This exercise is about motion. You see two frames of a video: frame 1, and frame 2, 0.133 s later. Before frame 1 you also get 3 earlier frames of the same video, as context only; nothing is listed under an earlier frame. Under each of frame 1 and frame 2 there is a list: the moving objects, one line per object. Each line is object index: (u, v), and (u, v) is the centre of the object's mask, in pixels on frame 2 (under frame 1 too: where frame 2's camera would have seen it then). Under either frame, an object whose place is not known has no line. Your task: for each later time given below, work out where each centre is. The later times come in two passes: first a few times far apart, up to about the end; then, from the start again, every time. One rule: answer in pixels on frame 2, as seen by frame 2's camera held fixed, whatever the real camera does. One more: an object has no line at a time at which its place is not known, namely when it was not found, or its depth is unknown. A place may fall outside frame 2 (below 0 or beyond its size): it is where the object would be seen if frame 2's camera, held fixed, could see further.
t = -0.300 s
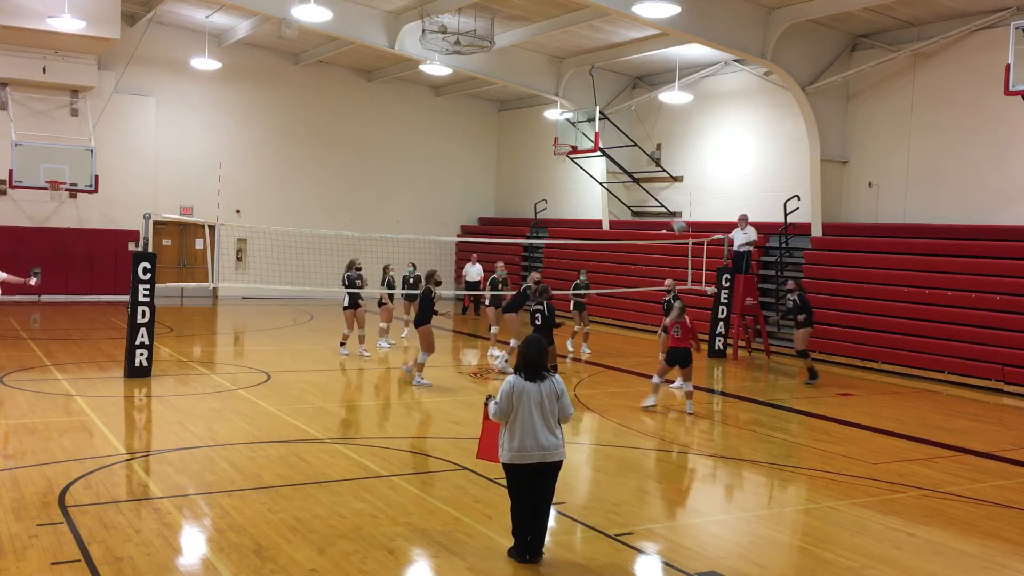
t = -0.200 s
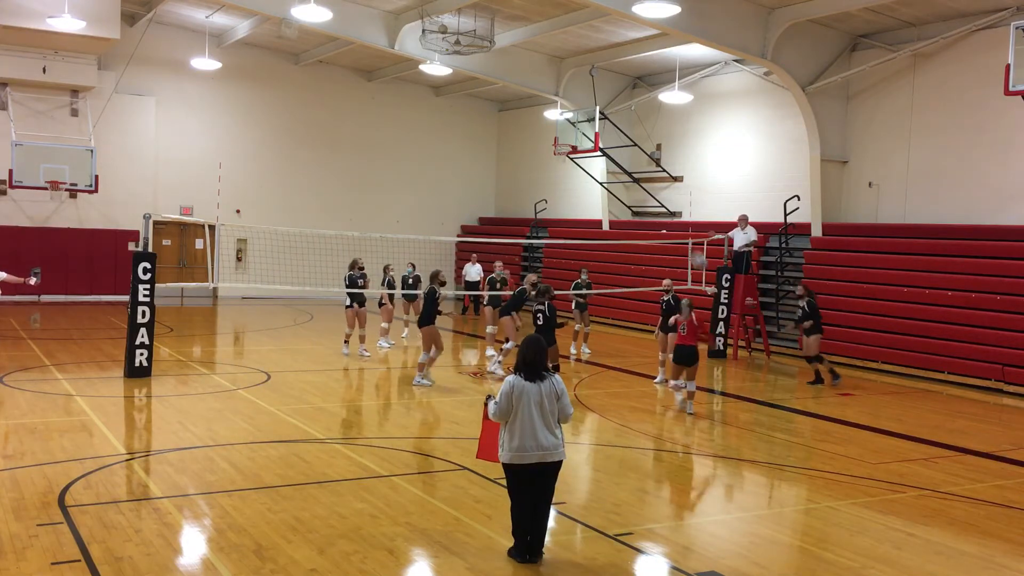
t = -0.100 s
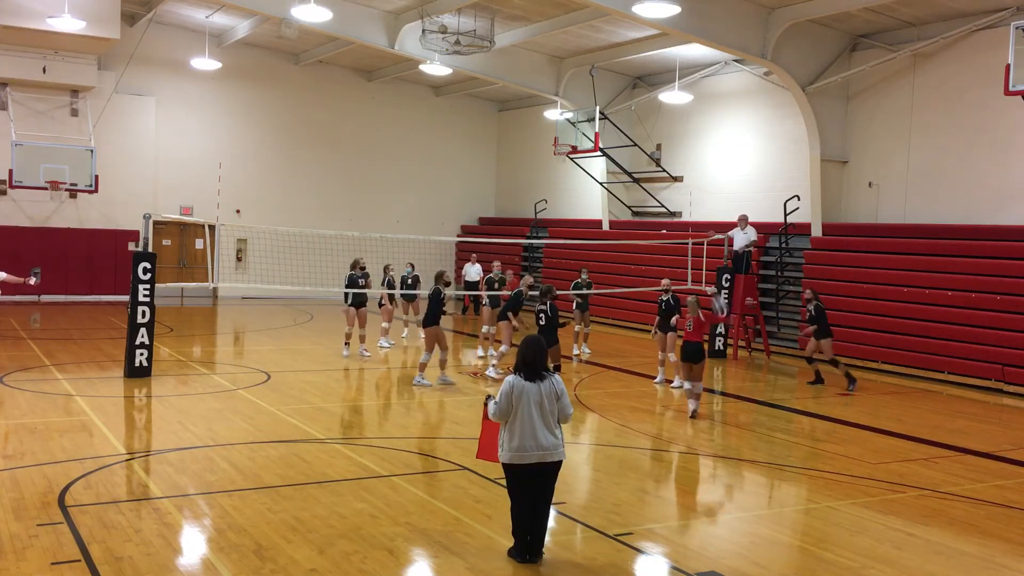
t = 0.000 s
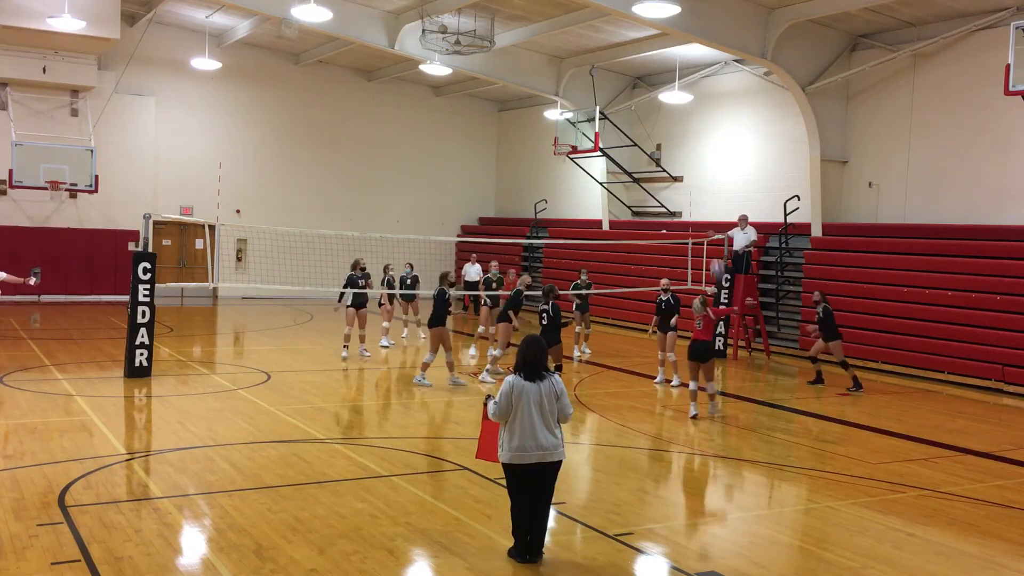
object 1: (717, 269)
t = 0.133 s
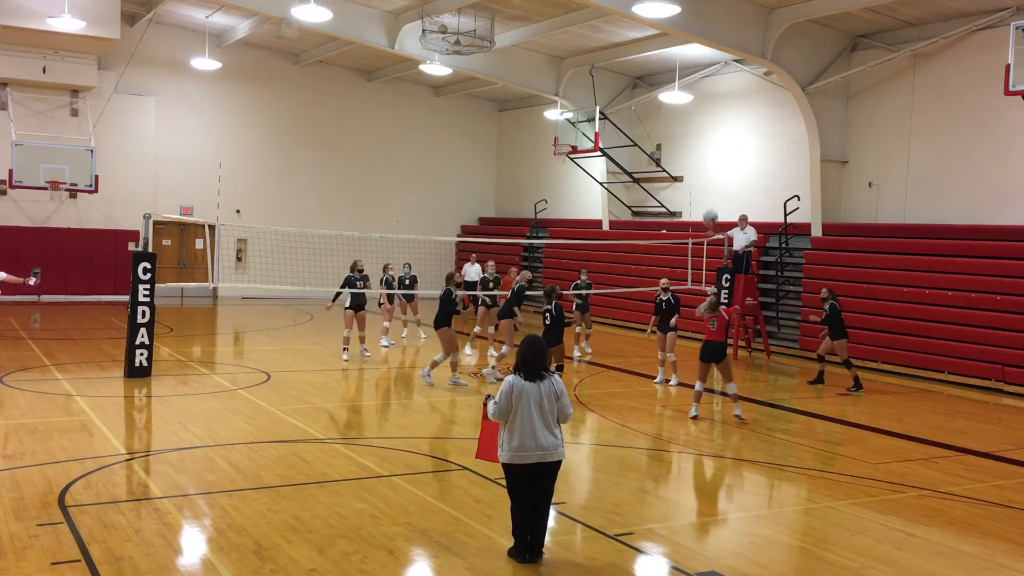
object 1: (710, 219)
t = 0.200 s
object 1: (706, 196)
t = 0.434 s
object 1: (691, 149)
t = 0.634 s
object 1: (677, 138)
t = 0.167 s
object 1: (709, 207)
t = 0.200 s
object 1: (706, 196)
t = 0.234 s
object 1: (704, 187)
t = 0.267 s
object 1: (702, 179)
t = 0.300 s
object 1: (700, 170)
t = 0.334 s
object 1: (697, 164)
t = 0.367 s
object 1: (695, 158)
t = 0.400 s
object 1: (693, 153)
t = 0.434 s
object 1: (691, 149)
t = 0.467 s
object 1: (688, 145)
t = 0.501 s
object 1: (686, 142)
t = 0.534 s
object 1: (684, 140)
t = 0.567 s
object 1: (681, 139)
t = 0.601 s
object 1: (679, 138)
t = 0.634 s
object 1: (677, 138)
